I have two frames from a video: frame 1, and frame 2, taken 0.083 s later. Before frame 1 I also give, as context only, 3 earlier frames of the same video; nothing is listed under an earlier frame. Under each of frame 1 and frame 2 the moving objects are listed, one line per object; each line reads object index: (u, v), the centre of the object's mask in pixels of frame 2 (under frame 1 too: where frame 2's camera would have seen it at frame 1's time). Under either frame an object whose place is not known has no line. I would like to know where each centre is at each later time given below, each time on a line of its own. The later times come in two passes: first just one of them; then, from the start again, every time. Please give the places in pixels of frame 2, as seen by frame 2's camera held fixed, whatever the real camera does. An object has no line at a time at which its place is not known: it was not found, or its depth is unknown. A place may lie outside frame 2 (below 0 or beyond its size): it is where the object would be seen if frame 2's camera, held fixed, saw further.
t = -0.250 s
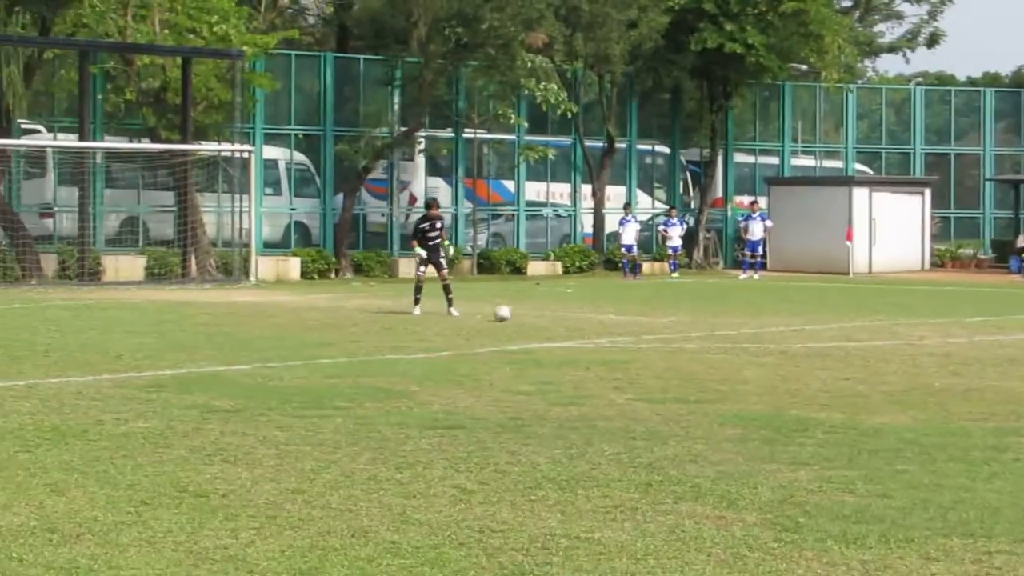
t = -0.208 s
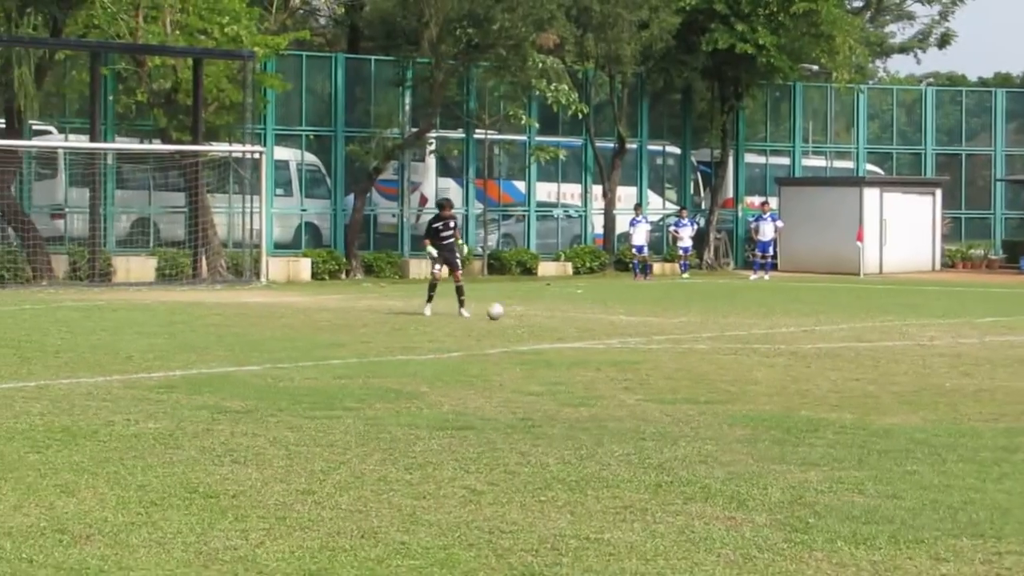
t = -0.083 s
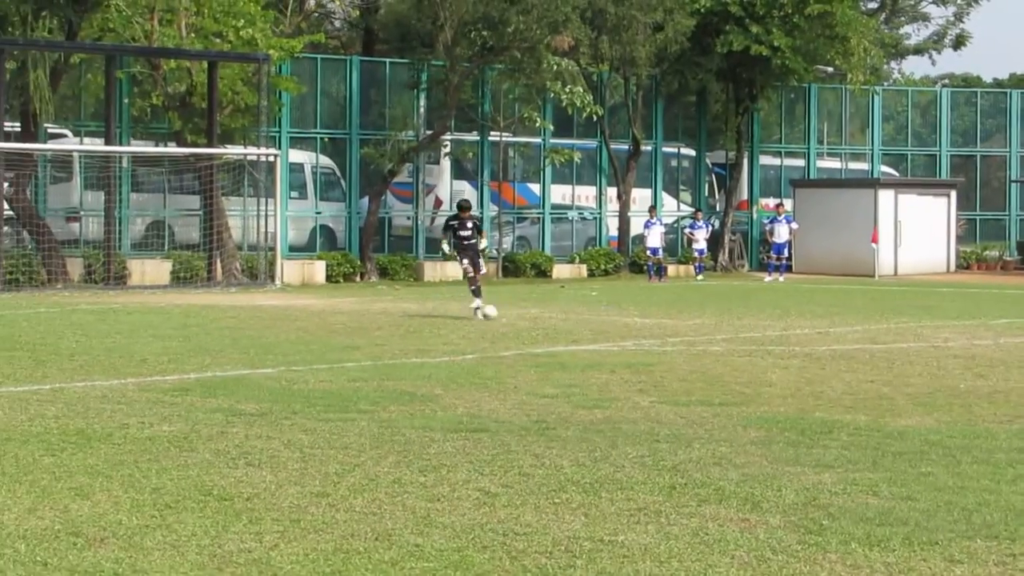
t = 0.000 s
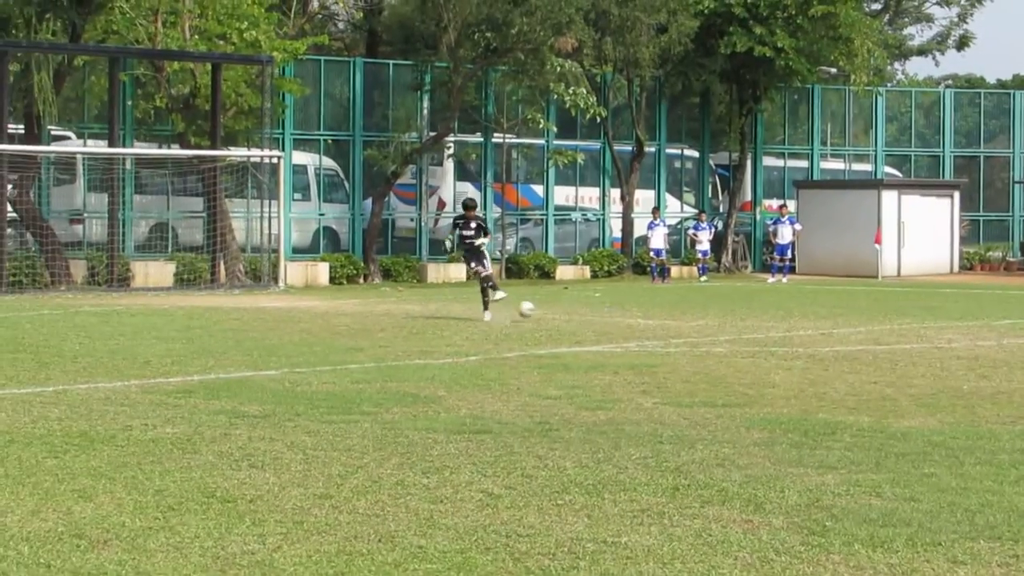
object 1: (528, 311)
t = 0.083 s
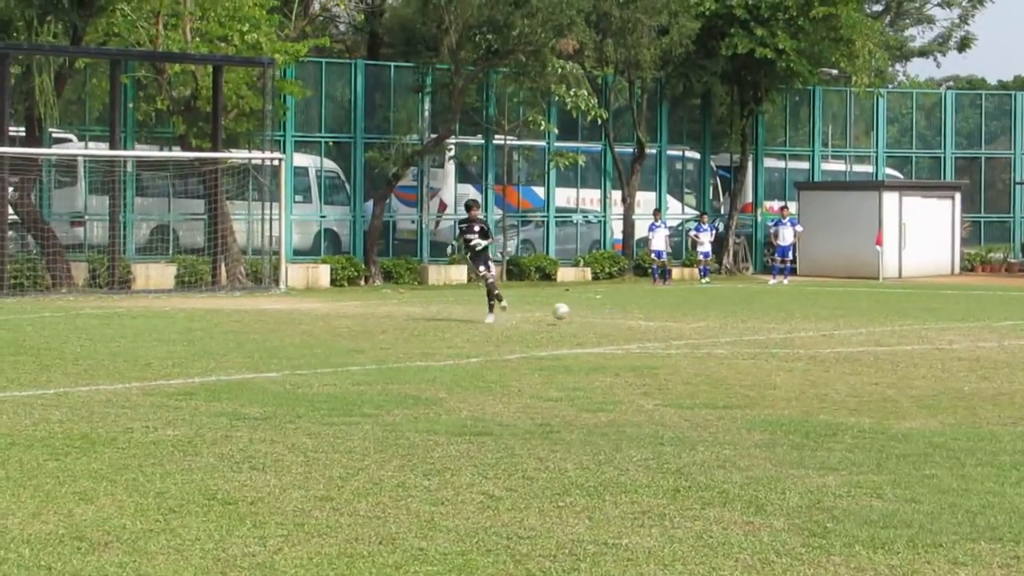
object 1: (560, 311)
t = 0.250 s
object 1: (625, 316)
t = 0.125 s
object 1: (577, 313)
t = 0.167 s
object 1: (594, 317)
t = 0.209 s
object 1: (610, 318)
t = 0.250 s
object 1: (625, 316)
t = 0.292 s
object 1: (640, 315)
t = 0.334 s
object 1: (656, 316)
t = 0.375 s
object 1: (671, 318)
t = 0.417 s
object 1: (687, 321)
